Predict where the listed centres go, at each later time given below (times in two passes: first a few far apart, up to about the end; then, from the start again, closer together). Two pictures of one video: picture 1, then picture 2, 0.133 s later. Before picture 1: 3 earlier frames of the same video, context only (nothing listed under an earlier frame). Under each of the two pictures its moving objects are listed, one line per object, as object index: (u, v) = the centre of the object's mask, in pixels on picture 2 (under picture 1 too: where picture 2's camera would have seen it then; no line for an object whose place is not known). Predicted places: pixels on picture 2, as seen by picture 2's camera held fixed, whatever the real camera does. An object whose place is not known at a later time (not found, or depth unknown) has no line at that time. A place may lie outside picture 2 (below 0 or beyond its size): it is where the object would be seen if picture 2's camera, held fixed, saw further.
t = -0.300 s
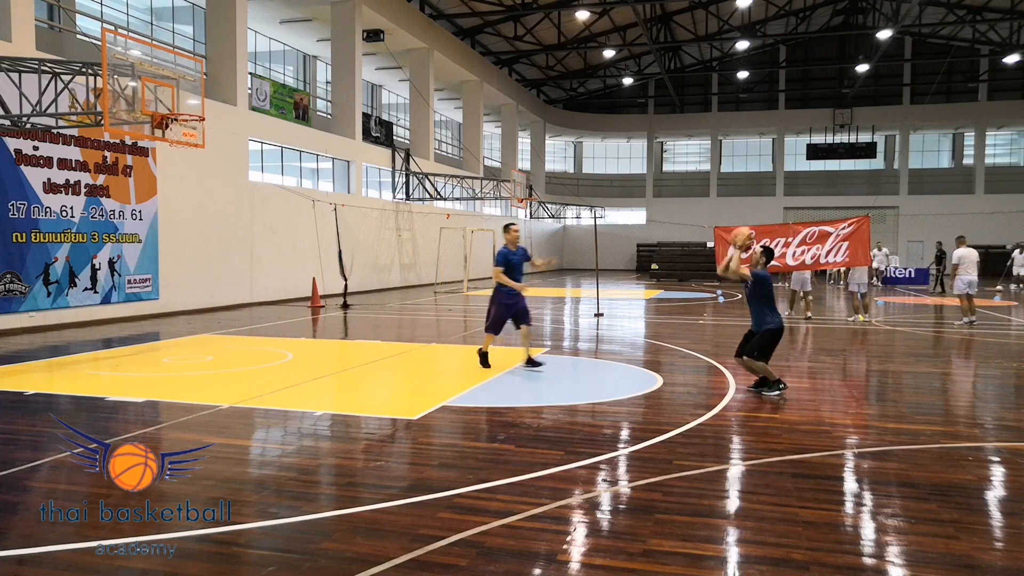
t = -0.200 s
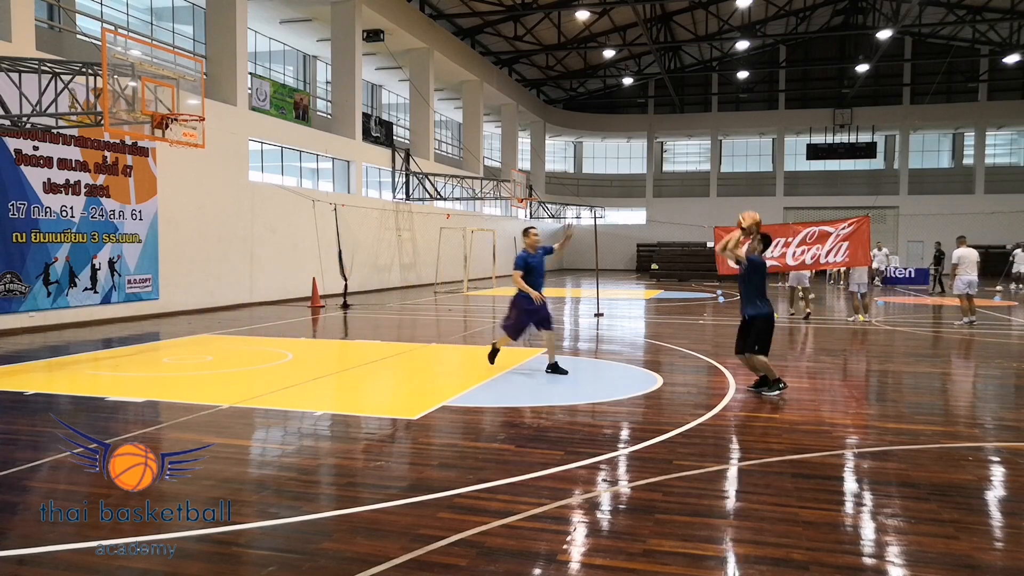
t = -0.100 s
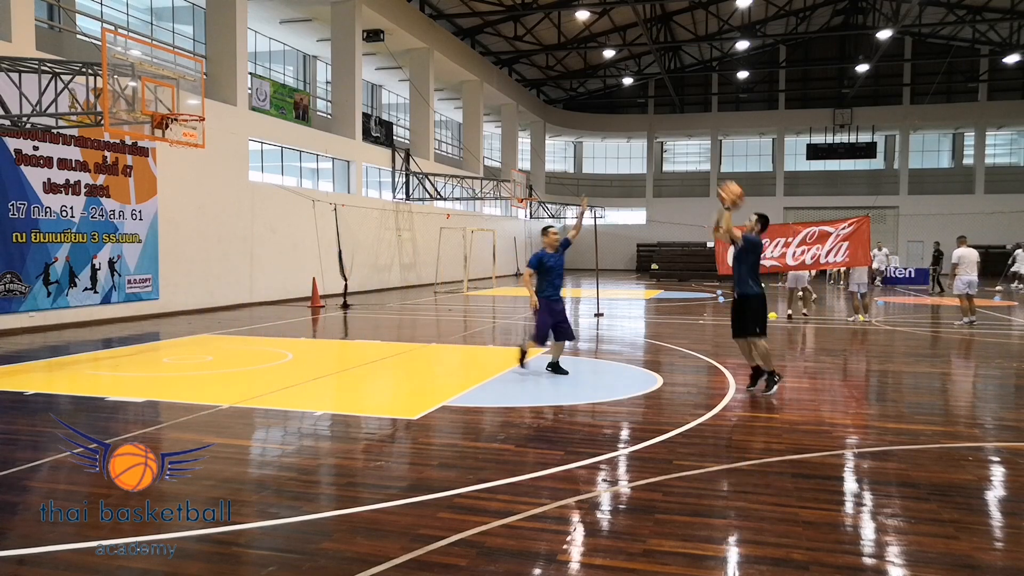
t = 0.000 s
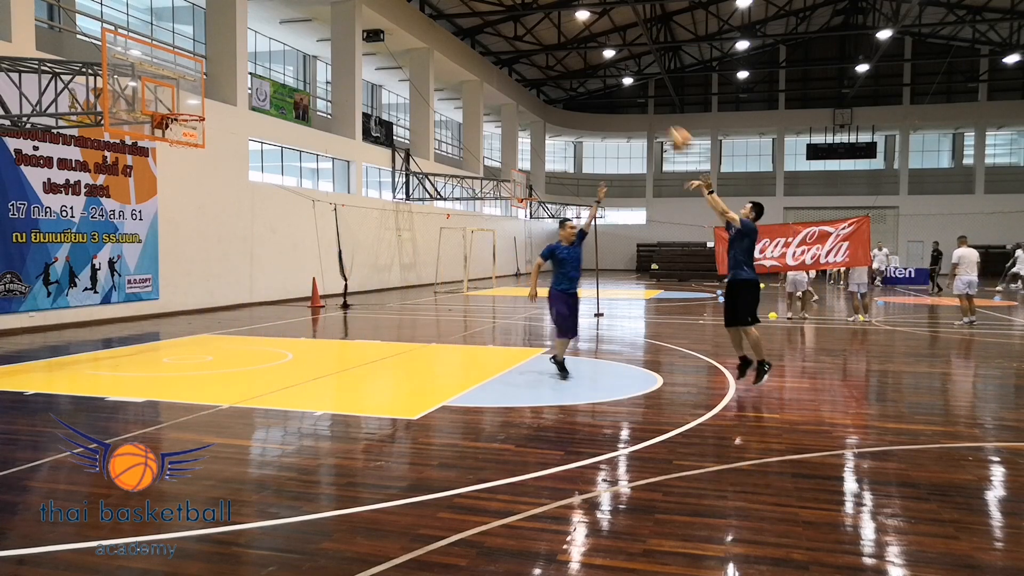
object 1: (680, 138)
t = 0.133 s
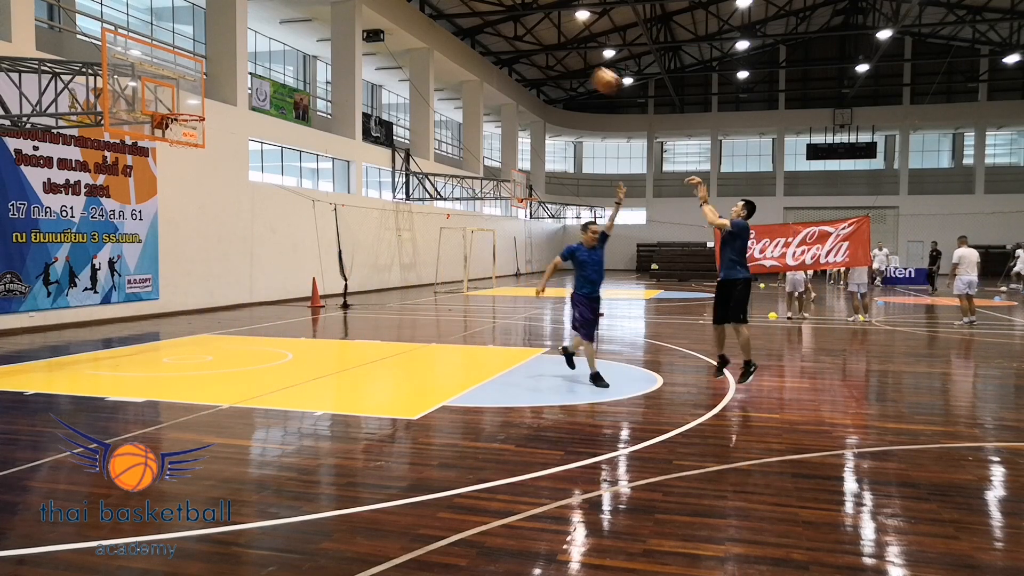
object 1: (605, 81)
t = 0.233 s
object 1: (552, 48)
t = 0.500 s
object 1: (422, 9)
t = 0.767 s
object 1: (304, 29)
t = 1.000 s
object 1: (212, 92)
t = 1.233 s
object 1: (200, 107)
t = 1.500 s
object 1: (255, 126)
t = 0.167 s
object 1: (587, 69)
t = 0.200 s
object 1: (570, 58)
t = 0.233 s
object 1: (552, 48)
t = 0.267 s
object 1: (535, 39)
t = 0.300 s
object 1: (518, 31)
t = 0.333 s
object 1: (500, 25)
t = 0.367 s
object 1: (485, 20)
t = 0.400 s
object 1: (468, 15)
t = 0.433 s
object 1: (452, 11)
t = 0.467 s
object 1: (437, 10)
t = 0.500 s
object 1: (422, 9)
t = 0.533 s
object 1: (406, 8)
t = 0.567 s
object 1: (390, 9)
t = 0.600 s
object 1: (375, 9)
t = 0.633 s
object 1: (360, 12)
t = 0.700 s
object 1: (331, 19)
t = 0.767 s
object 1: (304, 29)
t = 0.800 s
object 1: (289, 36)
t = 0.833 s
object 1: (276, 44)
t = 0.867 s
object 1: (262, 52)
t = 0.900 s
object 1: (248, 61)
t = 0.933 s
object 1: (235, 71)
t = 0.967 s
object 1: (223, 81)
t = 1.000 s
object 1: (212, 92)
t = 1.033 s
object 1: (198, 104)
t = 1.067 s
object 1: (188, 109)
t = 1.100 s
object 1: (181, 111)
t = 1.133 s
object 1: (180, 113)
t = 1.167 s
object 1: (186, 111)
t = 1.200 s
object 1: (193, 107)
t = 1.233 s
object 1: (200, 107)
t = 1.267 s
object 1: (207, 106)
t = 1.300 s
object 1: (212, 107)
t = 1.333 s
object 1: (220, 108)
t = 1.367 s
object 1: (227, 109)
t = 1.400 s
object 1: (233, 112)
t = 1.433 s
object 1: (241, 117)
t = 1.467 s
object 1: (248, 121)
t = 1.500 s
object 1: (255, 126)
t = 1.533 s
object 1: (262, 132)
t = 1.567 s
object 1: (270, 139)
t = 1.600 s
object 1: (277, 148)
